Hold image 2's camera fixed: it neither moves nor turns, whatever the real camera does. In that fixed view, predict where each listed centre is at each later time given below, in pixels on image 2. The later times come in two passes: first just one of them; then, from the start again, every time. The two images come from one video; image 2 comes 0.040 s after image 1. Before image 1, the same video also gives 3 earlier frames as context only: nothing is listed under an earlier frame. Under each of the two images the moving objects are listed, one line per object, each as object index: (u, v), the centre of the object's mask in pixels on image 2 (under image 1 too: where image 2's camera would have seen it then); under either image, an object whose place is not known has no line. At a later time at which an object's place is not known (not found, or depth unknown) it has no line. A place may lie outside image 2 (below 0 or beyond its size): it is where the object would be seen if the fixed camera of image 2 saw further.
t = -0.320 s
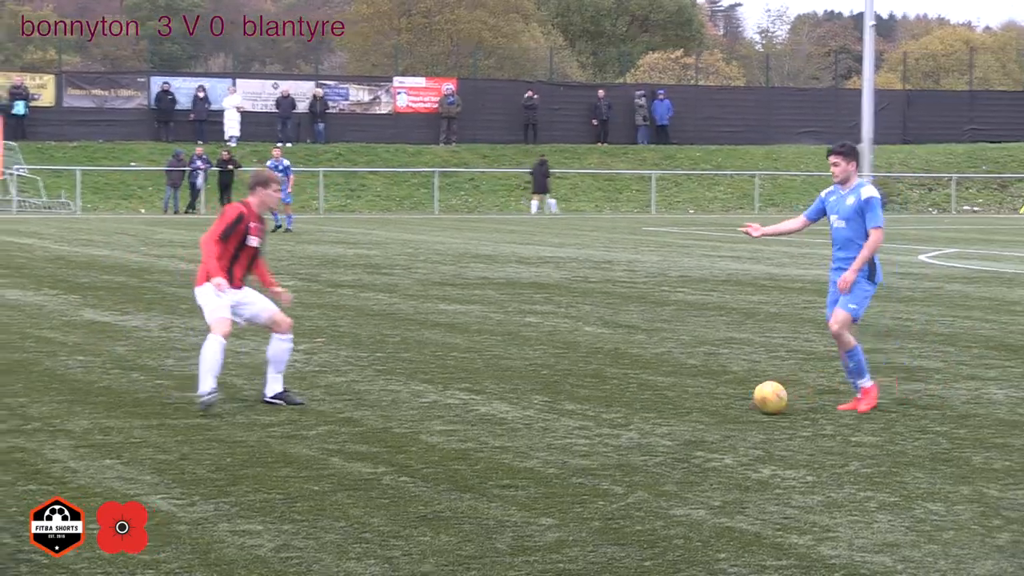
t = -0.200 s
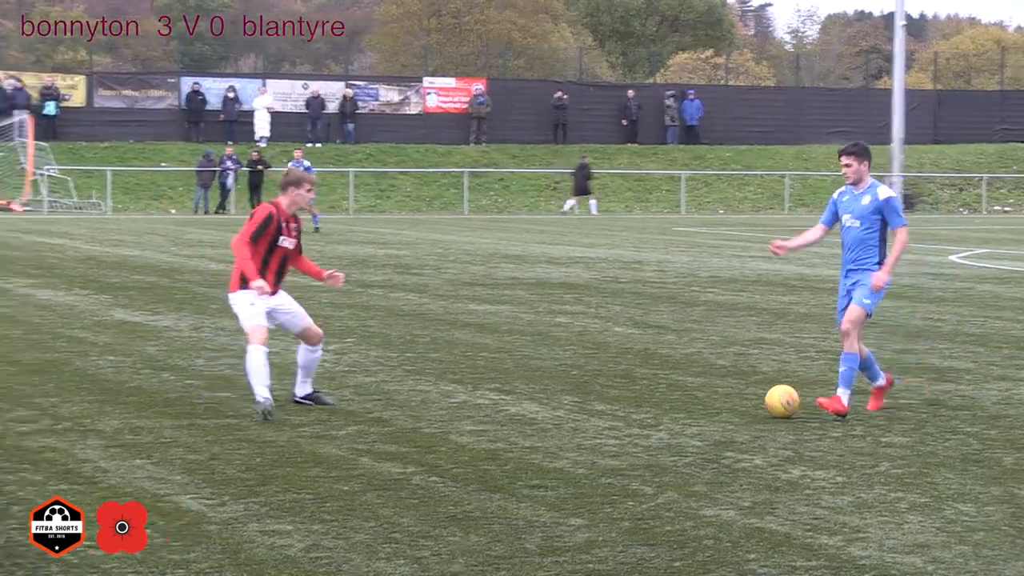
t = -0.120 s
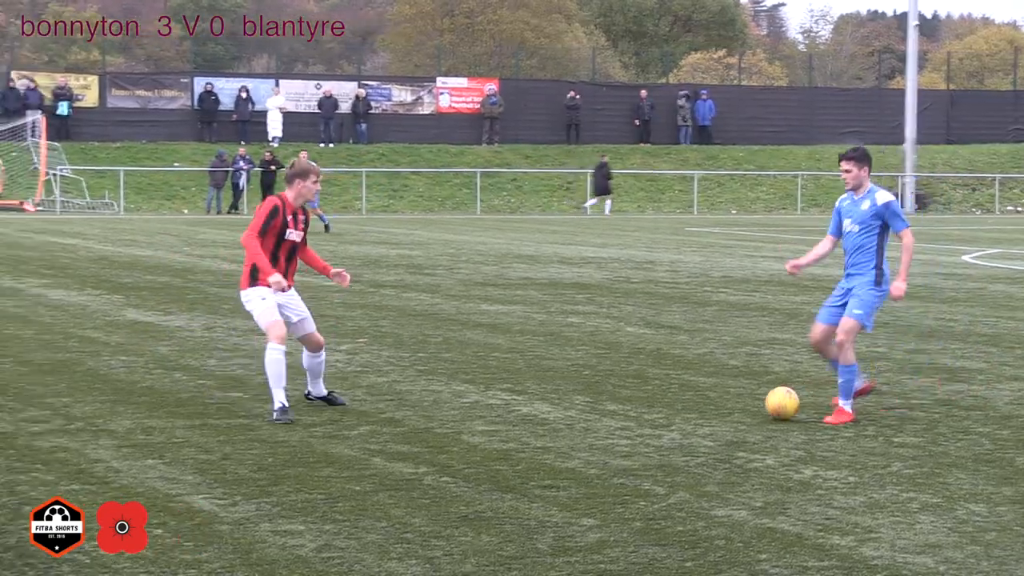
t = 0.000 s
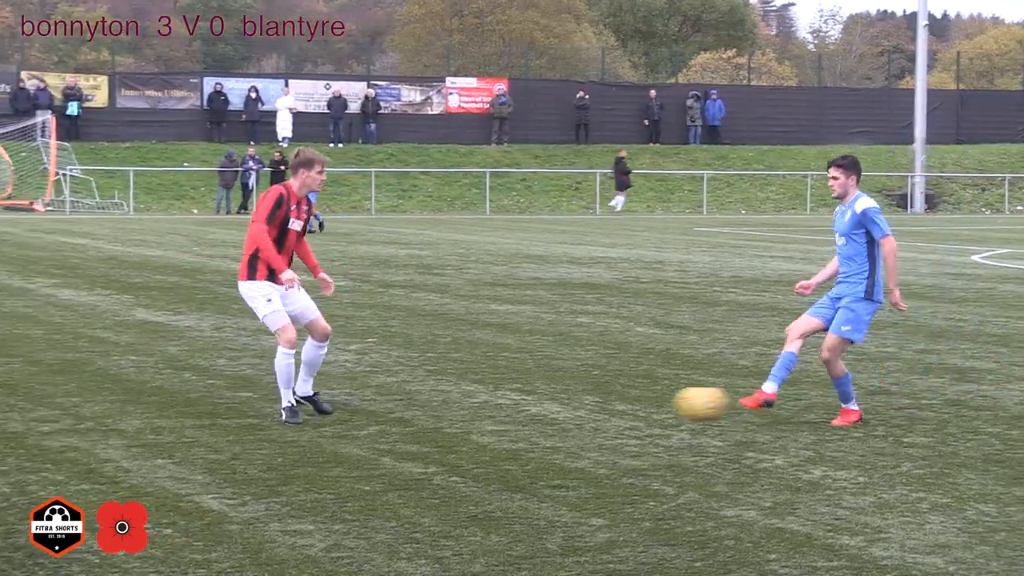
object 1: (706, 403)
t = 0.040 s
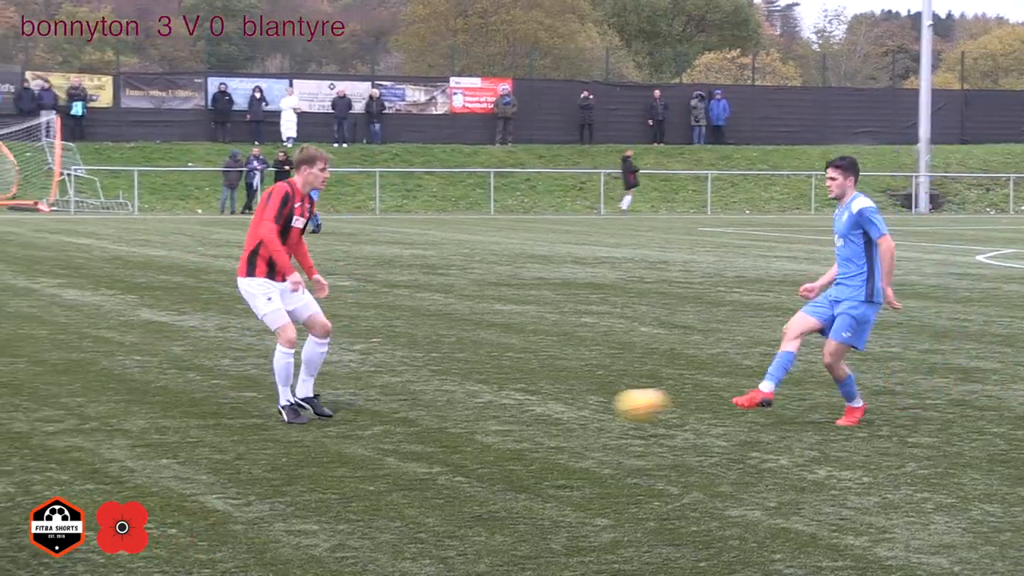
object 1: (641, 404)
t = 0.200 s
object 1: (358, 444)
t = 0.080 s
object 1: (576, 408)
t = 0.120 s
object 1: (506, 417)
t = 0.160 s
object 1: (434, 429)
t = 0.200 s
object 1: (358, 444)
